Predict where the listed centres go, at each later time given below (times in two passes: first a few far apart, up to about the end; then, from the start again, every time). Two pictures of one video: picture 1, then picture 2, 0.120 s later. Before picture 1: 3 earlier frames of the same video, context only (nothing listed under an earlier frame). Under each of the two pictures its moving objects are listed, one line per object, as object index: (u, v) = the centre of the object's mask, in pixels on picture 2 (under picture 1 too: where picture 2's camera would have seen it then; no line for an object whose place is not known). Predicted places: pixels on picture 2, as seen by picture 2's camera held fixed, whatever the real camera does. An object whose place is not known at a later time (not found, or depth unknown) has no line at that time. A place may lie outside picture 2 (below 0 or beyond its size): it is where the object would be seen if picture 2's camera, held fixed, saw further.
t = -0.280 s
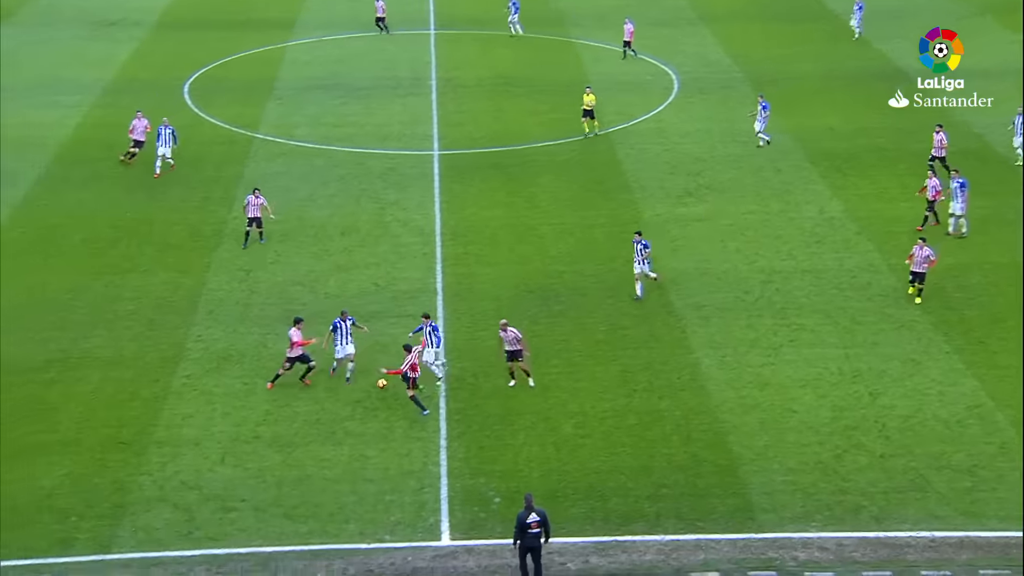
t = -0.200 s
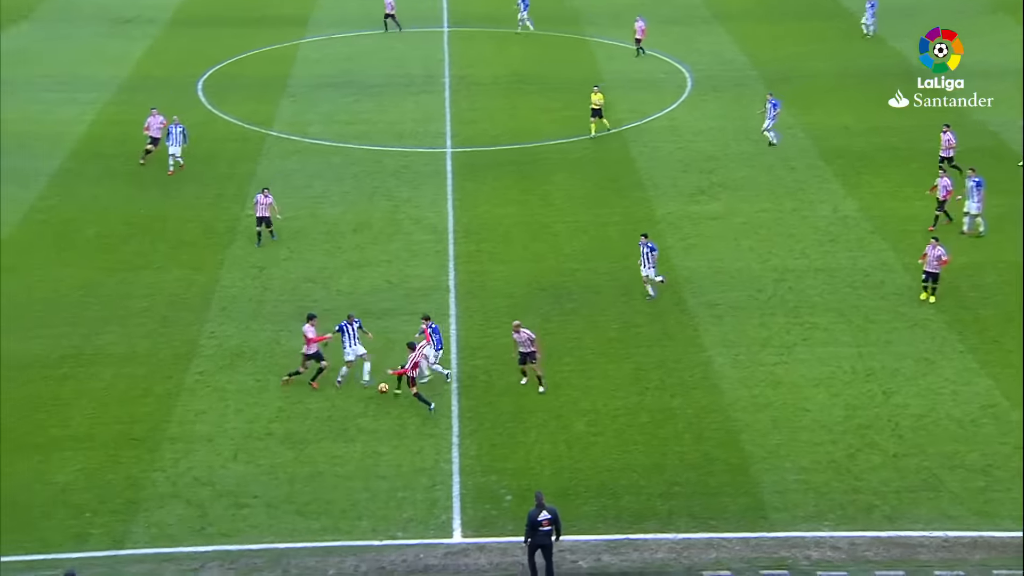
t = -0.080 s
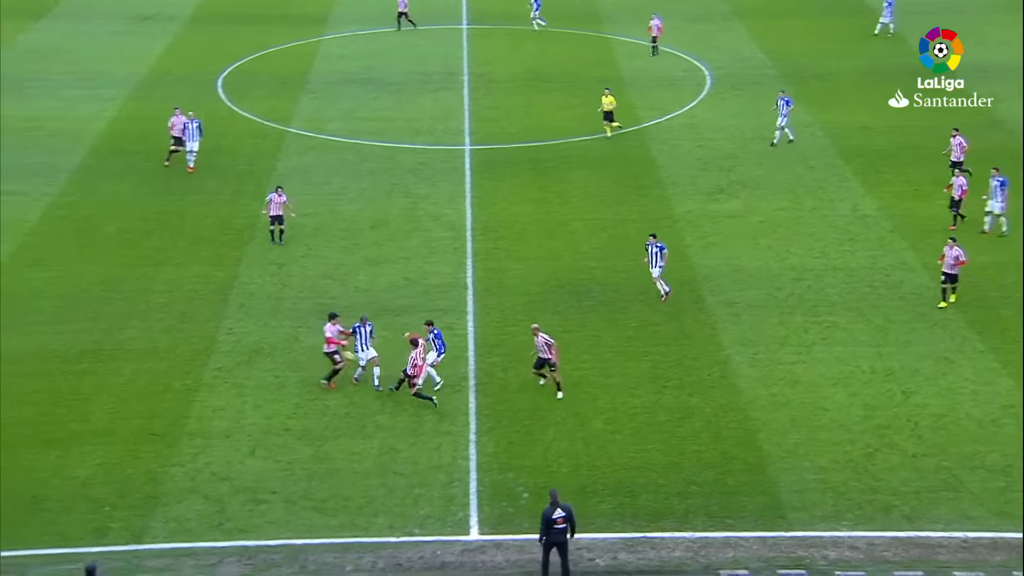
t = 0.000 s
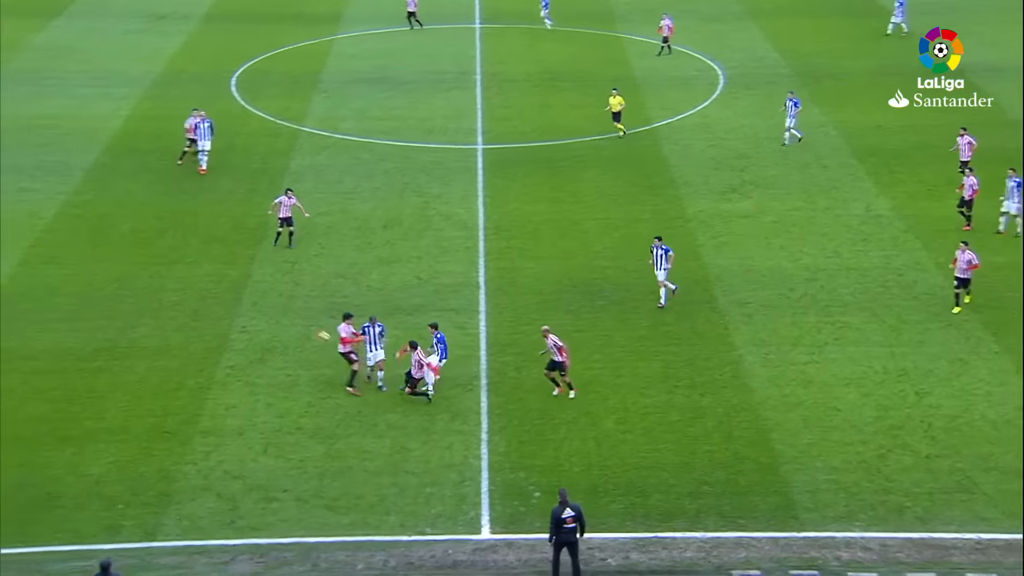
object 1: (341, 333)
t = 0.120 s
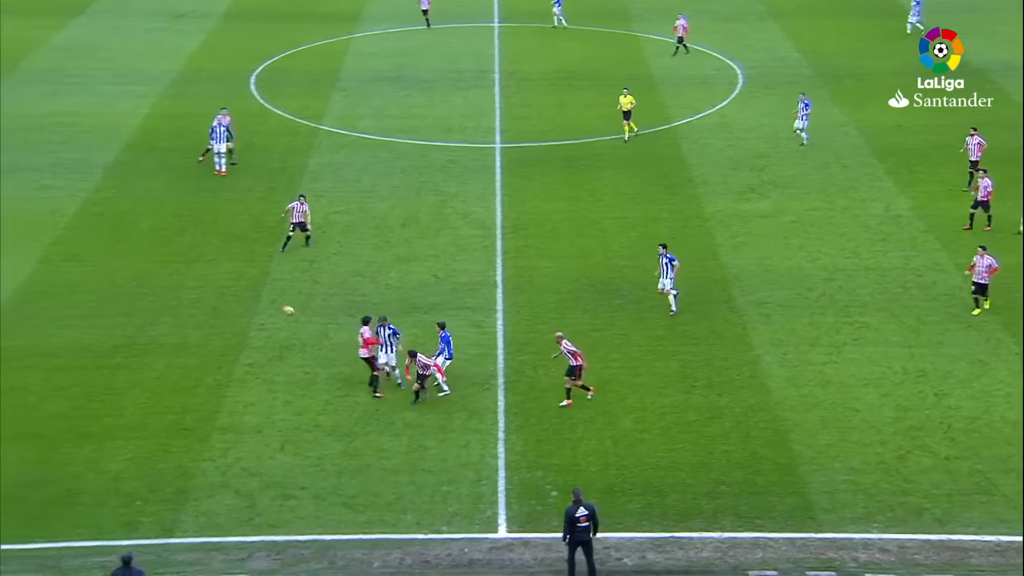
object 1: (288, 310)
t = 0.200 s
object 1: (254, 296)
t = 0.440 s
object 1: (164, 272)
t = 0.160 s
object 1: (271, 303)
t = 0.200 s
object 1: (254, 296)
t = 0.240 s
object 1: (238, 291)
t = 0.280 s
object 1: (223, 286)
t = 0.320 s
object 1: (207, 281)
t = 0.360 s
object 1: (192, 278)
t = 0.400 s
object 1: (178, 275)
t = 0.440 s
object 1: (164, 272)
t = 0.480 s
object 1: (150, 269)
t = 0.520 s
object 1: (136, 268)
